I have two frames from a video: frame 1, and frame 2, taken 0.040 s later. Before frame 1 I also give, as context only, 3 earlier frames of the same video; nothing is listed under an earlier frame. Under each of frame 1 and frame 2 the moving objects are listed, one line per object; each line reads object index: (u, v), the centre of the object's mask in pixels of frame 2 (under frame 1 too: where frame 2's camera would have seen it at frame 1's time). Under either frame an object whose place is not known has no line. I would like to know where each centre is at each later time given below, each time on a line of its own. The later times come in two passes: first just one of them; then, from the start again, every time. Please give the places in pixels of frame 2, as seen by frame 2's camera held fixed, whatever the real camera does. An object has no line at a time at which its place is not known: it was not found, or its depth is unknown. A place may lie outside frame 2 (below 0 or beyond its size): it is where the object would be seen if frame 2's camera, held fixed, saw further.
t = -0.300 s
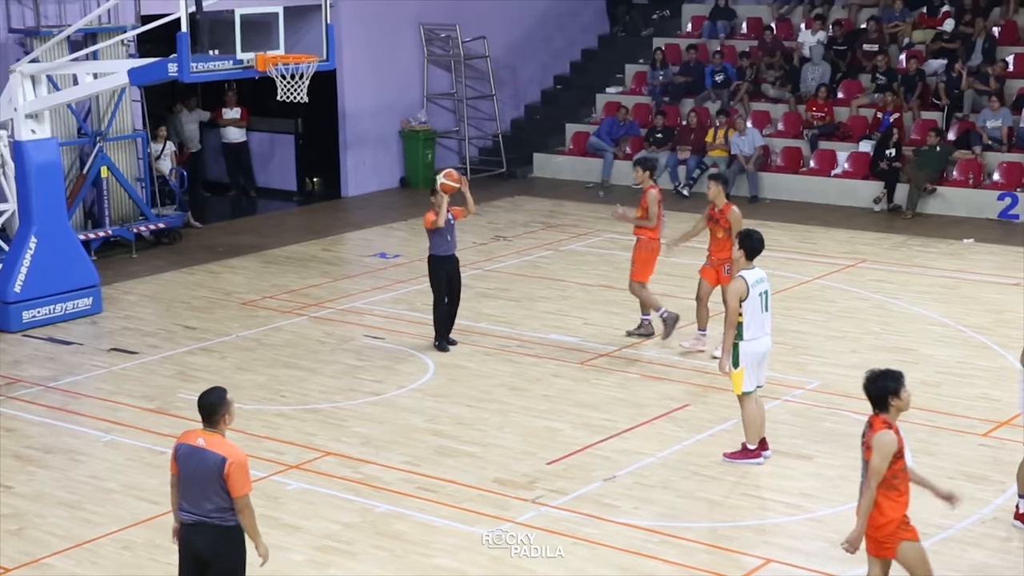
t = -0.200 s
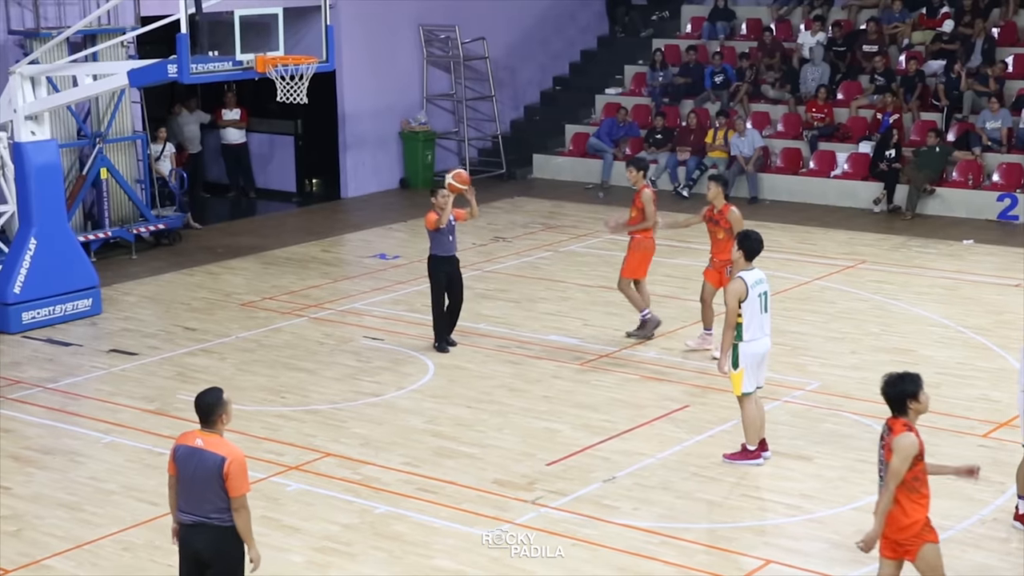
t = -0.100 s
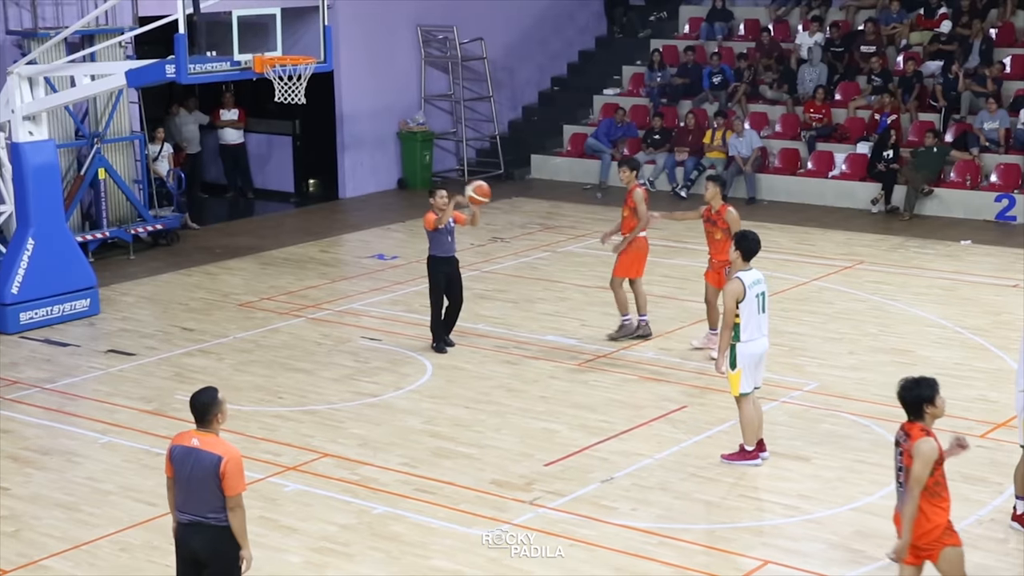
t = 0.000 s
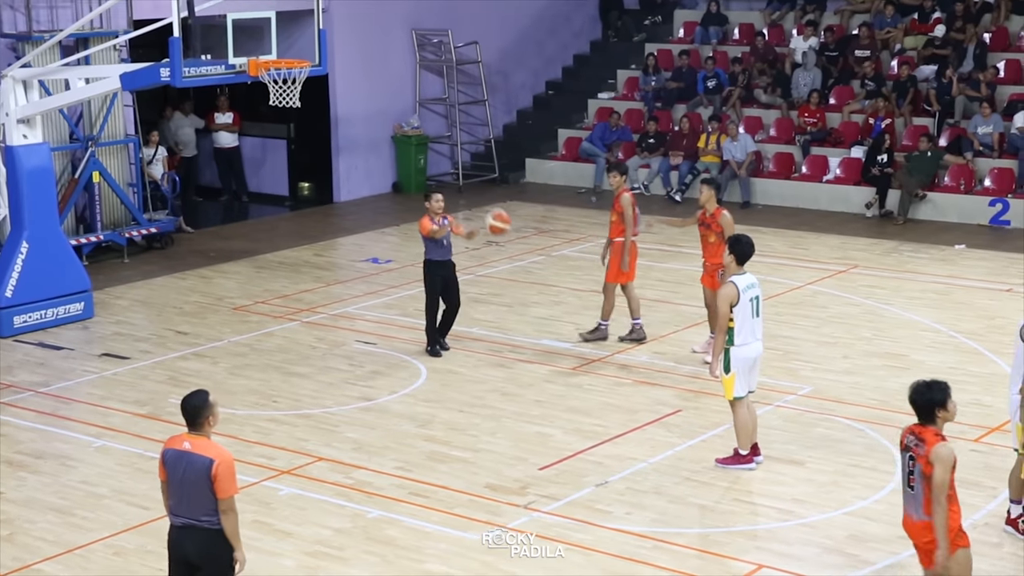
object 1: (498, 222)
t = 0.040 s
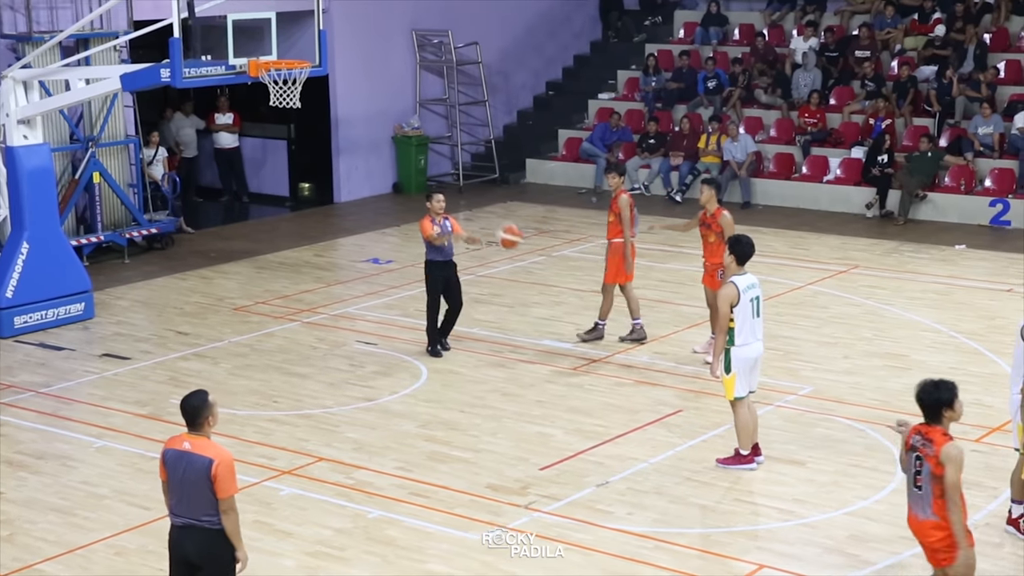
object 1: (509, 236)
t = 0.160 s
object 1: (542, 287)
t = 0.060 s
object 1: (515, 243)
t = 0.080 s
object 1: (521, 251)
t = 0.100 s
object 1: (525, 260)
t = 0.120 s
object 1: (531, 269)
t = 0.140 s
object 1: (536, 278)
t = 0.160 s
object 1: (542, 287)
